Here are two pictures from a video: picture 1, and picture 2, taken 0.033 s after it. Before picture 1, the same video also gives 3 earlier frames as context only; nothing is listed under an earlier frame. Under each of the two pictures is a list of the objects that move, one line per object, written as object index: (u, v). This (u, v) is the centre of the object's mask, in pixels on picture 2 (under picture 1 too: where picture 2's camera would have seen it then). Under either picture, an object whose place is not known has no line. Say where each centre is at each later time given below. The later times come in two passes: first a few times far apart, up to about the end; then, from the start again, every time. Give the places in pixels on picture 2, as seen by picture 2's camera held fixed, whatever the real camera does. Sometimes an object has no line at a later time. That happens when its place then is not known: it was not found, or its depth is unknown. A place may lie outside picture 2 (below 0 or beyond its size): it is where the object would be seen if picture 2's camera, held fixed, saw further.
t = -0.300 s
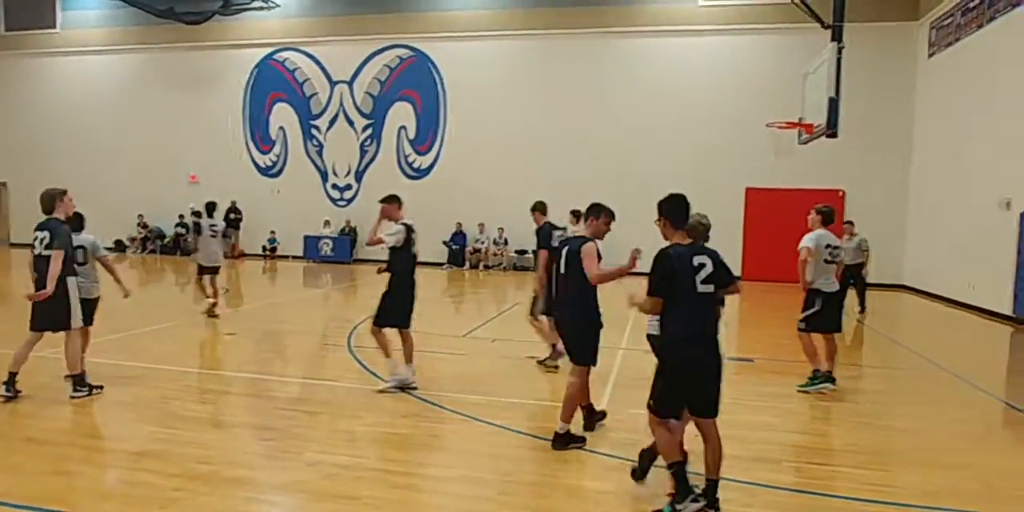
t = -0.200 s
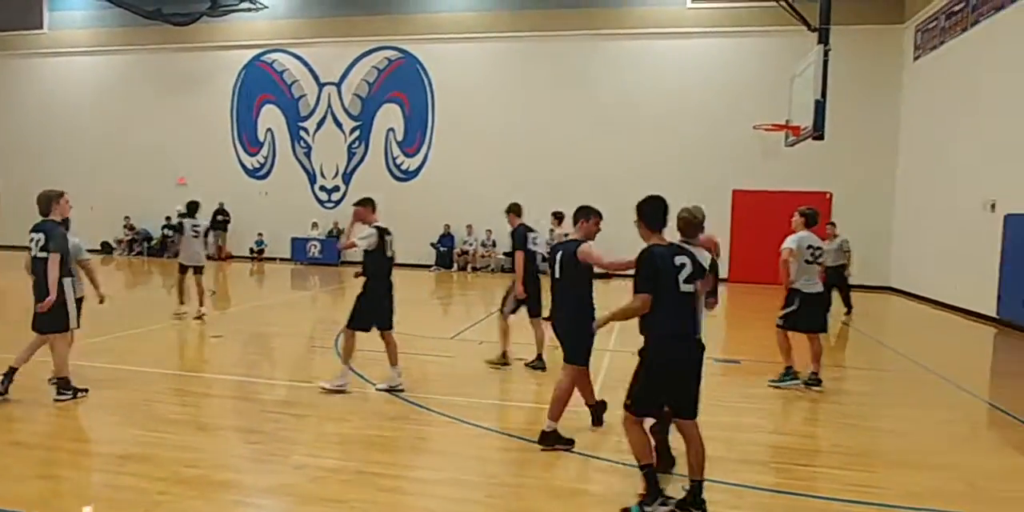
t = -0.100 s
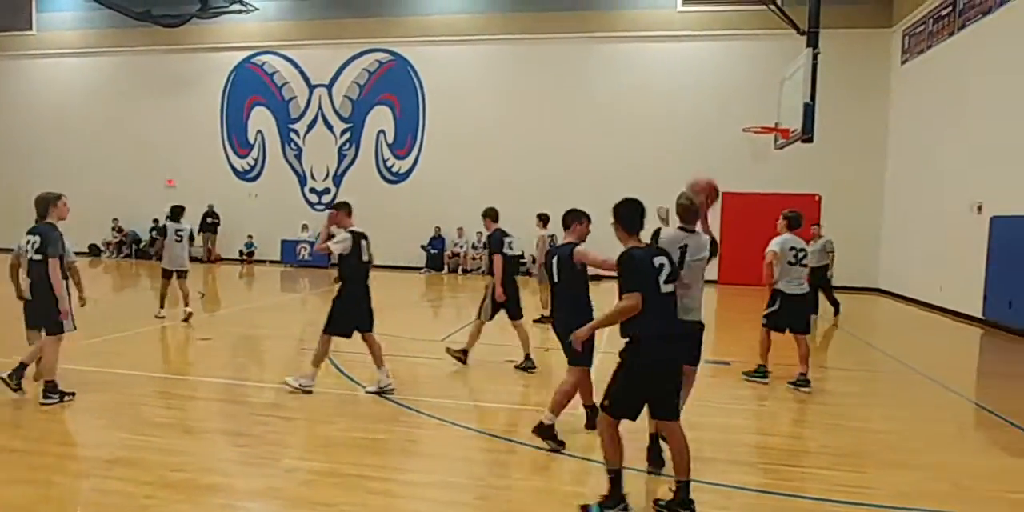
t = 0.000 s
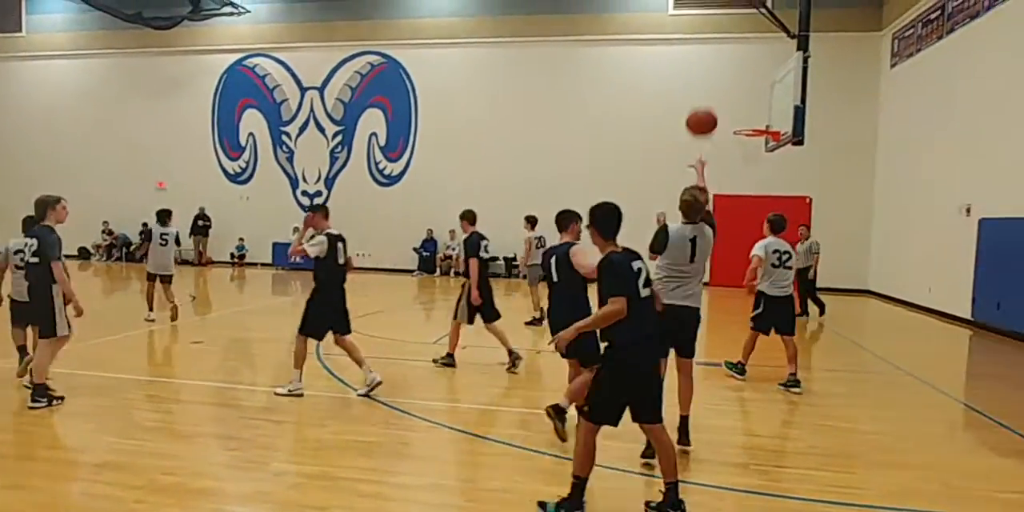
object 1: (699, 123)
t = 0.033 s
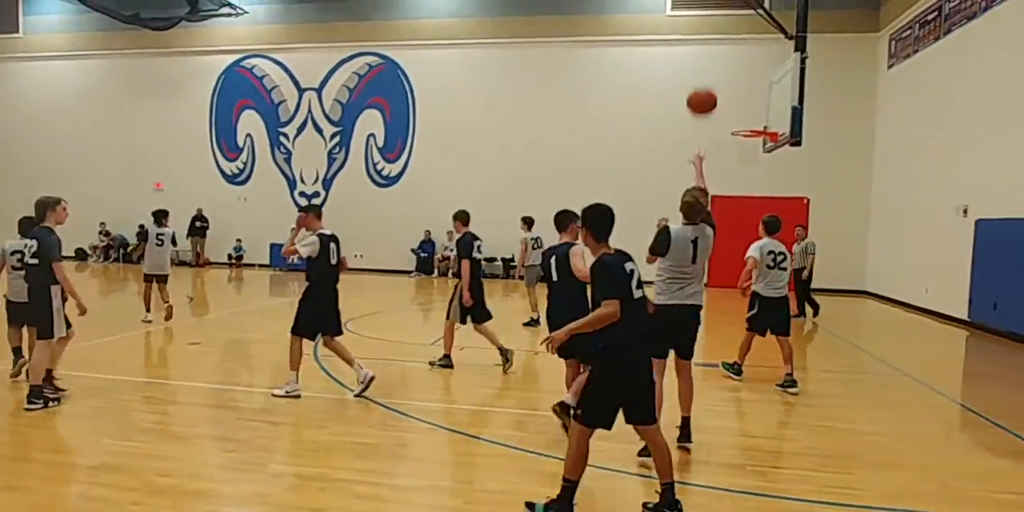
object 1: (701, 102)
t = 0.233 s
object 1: (713, 18)
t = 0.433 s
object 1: (722, -3)
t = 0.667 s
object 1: (726, 10)
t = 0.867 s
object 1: (728, 56)
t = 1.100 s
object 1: (728, 127)
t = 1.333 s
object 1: (710, 133)
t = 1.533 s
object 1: (694, 164)
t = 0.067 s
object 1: (704, 83)
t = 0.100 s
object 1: (706, 66)
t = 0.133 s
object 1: (708, 51)
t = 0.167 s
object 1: (710, 38)
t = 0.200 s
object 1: (711, 28)
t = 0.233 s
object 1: (713, 18)
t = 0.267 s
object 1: (716, 9)
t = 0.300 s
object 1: (717, 4)
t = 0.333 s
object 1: (720, 1)
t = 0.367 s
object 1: (720, -2)
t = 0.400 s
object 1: (721, -3)
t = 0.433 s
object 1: (722, -3)
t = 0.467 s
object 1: (724, -3)
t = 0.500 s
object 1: (725, -4)
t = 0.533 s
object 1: (725, -4)
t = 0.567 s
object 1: (725, -3)
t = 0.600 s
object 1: (725, 0)
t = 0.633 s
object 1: (726, 5)
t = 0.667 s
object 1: (726, 10)
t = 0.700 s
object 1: (727, 16)
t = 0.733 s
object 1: (727, 24)
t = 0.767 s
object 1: (728, 31)
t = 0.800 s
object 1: (728, 39)
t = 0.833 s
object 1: (728, 47)
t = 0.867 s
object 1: (728, 56)
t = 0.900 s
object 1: (729, 65)
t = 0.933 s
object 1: (729, 75)
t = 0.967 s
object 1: (729, 84)
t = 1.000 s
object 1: (728, 95)
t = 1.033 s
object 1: (729, 107)
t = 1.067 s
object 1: (728, 118)
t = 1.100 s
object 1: (728, 127)
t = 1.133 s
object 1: (726, 126)
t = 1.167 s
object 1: (723, 125)
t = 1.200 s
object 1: (720, 126)
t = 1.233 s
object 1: (718, 127)
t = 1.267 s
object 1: (715, 128)
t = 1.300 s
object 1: (712, 131)
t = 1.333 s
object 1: (710, 133)
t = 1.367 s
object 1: (707, 137)
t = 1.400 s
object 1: (704, 141)
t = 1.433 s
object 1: (701, 146)
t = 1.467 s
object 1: (699, 151)
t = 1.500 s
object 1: (696, 157)
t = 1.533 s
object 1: (694, 164)
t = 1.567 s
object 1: (691, 171)
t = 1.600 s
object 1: (688, 179)
